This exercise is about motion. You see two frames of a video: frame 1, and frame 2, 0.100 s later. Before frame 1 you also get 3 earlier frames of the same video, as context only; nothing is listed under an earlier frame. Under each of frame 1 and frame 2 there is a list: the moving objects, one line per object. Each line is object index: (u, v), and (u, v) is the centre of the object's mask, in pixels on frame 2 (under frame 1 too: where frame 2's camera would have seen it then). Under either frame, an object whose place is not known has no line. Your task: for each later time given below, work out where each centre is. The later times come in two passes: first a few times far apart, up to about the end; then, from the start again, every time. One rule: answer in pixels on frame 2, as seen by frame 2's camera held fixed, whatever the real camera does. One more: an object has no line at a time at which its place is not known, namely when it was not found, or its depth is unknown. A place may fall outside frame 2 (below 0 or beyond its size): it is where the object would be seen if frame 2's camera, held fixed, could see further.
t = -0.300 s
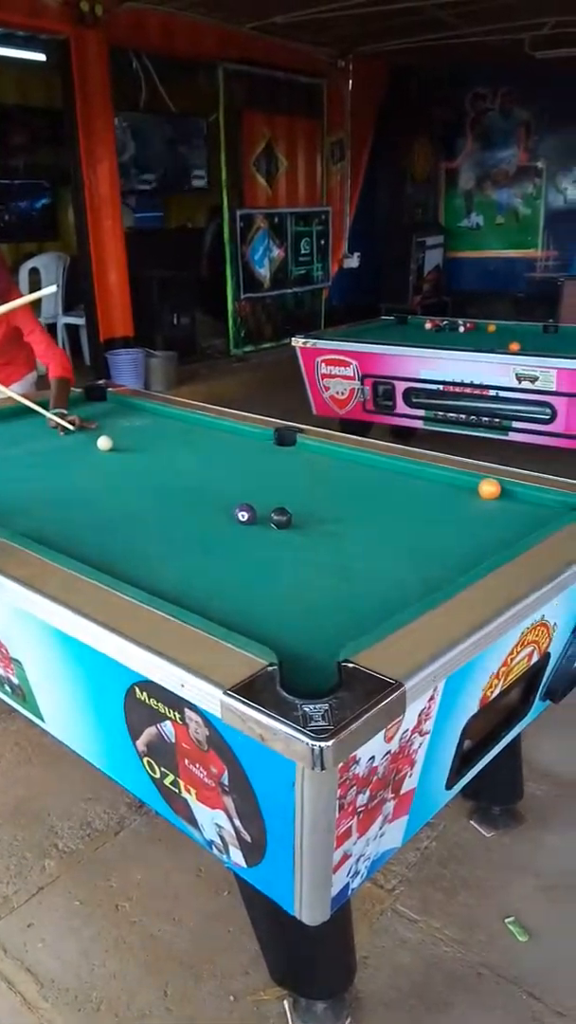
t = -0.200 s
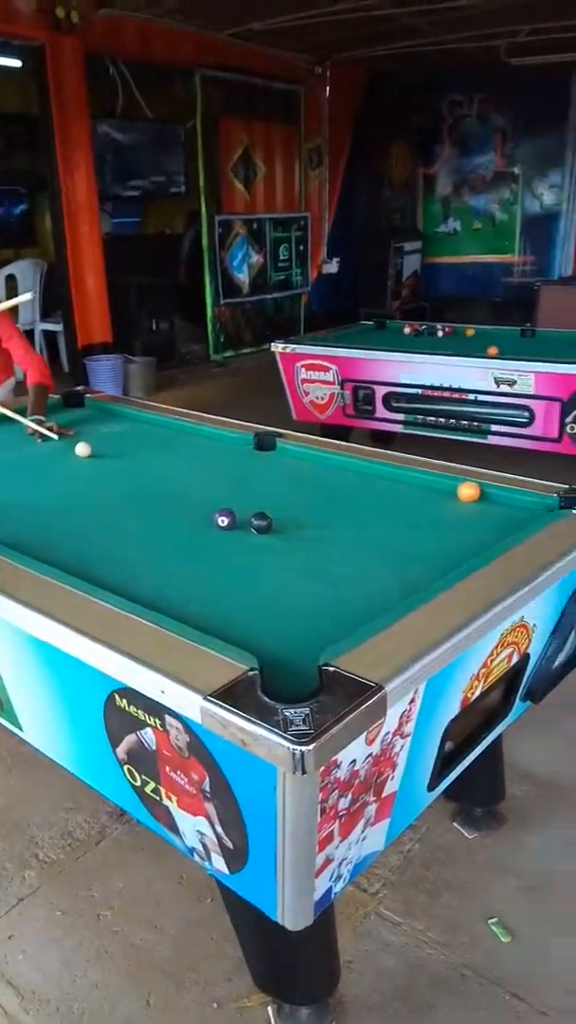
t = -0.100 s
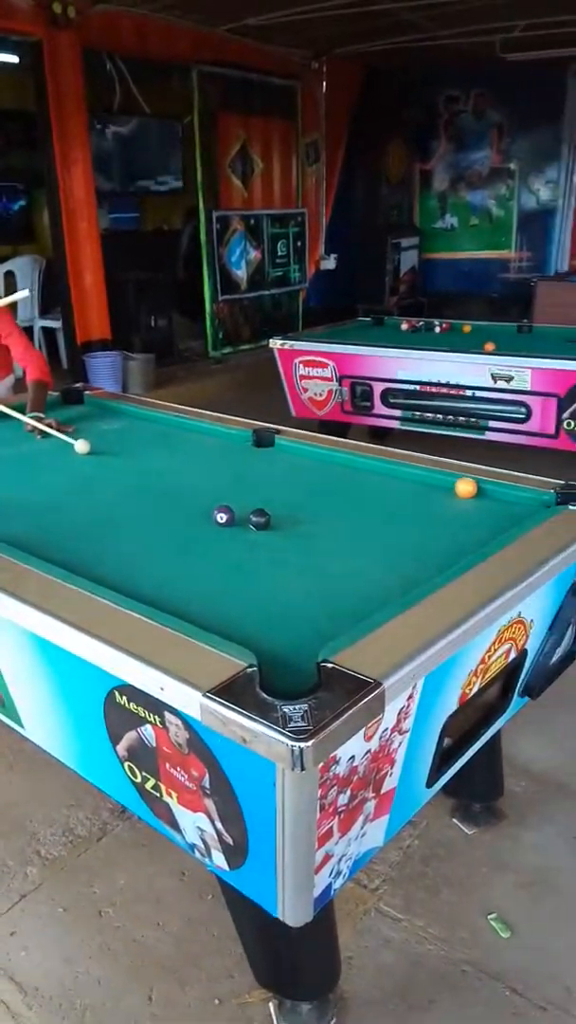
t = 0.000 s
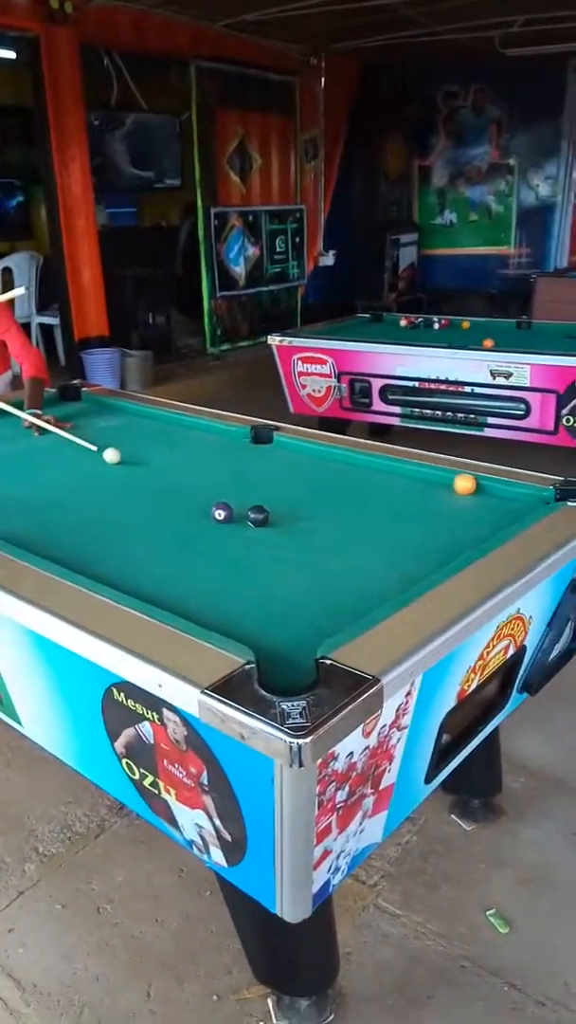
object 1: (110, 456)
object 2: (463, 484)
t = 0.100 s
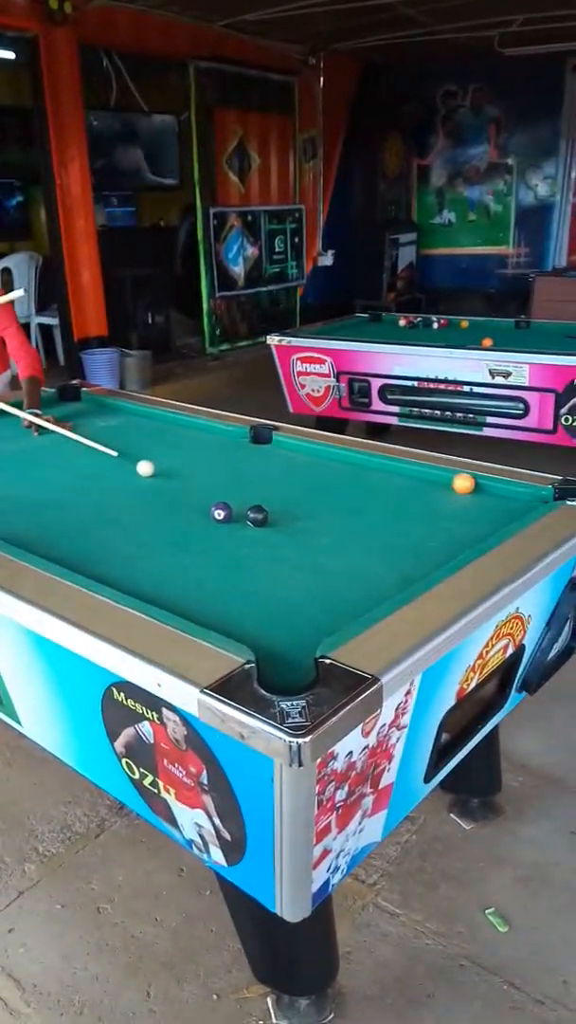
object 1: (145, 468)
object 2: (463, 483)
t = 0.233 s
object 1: (191, 485)
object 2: (464, 483)
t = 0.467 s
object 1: (284, 508)
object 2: (464, 483)
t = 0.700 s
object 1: (375, 510)
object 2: (464, 483)
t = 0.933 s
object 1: (469, 512)
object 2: (464, 483)
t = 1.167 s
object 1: (514, 504)
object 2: (464, 483)
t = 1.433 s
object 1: (472, 491)
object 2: (459, 482)
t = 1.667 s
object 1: (440, 498)
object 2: (451, 482)
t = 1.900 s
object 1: (409, 505)
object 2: (443, 482)
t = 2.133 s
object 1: (379, 512)
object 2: (439, 482)
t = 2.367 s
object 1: (350, 518)
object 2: (436, 482)
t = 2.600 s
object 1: (323, 524)
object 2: (437, 482)
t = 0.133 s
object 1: (156, 472)
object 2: (464, 483)
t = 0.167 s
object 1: (167, 477)
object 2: (464, 483)
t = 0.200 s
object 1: (179, 481)
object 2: (464, 483)
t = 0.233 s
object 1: (191, 485)
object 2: (464, 483)
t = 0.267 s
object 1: (203, 490)
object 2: (464, 483)
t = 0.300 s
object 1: (216, 494)
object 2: (464, 483)
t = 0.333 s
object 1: (231, 498)
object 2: (464, 484)
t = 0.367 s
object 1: (243, 503)
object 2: (464, 483)
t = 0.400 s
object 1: (258, 504)
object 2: (463, 483)
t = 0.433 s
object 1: (271, 507)
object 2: (464, 483)
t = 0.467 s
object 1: (284, 508)
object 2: (464, 483)
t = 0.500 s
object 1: (296, 508)
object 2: (464, 483)
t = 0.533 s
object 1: (309, 508)
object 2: (464, 483)
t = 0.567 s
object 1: (323, 509)
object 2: (464, 483)
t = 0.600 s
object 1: (336, 509)
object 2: (464, 483)
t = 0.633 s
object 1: (349, 509)
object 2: (464, 483)
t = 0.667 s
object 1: (362, 510)
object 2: (464, 483)
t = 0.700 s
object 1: (375, 510)
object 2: (464, 483)
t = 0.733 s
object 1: (389, 510)
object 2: (464, 483)
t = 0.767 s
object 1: (402, 510)
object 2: (464, 483)
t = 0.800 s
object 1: (415, 511)
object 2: (464, 483)
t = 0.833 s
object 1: (429, 511)
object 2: (464, 483)
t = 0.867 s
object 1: (442, 511)
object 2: (464, 483)
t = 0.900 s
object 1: (455, 511)
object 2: (464, 483)
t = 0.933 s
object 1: (469, 512)
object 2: (464, 483)
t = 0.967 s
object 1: (482, 512)
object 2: (464, 483)
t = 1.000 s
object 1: (496, 512)
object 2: (464, 483)
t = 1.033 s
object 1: (509, 512)
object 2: (464, 483)
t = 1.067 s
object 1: (521, 511)
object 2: (464, 483)
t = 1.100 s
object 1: (522, 509)
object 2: (463, 483)
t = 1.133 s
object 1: (518, 507)
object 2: (464, 483)
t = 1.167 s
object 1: (514, 504)
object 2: (464, 483)
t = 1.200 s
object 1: (509, 501)
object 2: (464, 483)
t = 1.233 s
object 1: (505, 498)
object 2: (463, 483)
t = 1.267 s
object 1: (501, 495)
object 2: (463, 483)
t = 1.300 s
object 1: (497, 492)
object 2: (464, 483)
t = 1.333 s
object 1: (492, 490)
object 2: (463, 483)
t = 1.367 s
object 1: (484, 490)
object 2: (463, 483)
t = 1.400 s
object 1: (477, 490)
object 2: (461, 482)
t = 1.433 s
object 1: (472, 491)
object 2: (459, 482)
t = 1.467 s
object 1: (468, 492)
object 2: (458, 481)
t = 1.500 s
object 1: (463, 493)
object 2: (457, 480)
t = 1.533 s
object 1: (459, 494)
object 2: (456, 480)
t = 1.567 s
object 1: (454, 495)
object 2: (455, 480)
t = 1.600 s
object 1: (449, 496)
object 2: (454, 481)
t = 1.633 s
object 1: (445, 497)
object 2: (453, 481)
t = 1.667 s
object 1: (440, 498)
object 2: (451, 482)
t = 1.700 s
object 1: (435, 499)
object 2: (450, 482)
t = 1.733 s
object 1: (431, 500)
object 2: (449, 483)
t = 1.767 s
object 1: (427, 501)
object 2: (447, 482)
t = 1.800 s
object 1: (422, 502)
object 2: (446, 482)
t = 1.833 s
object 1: (418, 503)
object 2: (445, 482)
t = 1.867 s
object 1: (413, 504)
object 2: (444, 482)
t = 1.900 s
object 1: (409, 505)
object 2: (443, 482)
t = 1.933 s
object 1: (405, 506)
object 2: (443, 482)
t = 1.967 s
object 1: (400, 507)
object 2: (442, 481)
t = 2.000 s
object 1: (395, 508)
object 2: (441, 482)
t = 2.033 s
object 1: (391, 509)
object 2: (440, 481)
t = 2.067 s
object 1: (387, 510)
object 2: (439, 482)
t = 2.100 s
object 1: (383, 511)
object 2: (439, 482)
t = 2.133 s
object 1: (379, 512)
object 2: (439, 482)
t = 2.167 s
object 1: (375, 513)
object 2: (438, 482)
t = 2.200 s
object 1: (371, 514)
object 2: (438, 482)
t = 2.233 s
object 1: (367, 515)
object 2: (438, 482)
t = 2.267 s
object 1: (362, 515)
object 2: (437, 481)
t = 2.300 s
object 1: (358, 516)
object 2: (437, 482)
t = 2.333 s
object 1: (354, 517)
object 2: (437, 482)
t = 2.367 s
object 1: (350, 518)
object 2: (436, 482)
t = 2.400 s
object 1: (346, 519)
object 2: (436, 482)
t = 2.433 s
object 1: (342, 520)
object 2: (436, 482)
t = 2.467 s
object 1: (338, 521)
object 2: (436, 482)
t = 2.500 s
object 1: (334, 522)
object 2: (437, 482)
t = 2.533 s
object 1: (331, 523)
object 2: (437, 482)
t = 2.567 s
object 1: (327, 523)
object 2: (437, 482)
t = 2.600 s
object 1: (323, 524)
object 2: (437, 482)
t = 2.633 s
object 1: (319, 525)
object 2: (438, 482)
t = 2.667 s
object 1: (315, 526)
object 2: (438, 482)
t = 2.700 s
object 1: (312, 527)
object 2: (438, 482)
